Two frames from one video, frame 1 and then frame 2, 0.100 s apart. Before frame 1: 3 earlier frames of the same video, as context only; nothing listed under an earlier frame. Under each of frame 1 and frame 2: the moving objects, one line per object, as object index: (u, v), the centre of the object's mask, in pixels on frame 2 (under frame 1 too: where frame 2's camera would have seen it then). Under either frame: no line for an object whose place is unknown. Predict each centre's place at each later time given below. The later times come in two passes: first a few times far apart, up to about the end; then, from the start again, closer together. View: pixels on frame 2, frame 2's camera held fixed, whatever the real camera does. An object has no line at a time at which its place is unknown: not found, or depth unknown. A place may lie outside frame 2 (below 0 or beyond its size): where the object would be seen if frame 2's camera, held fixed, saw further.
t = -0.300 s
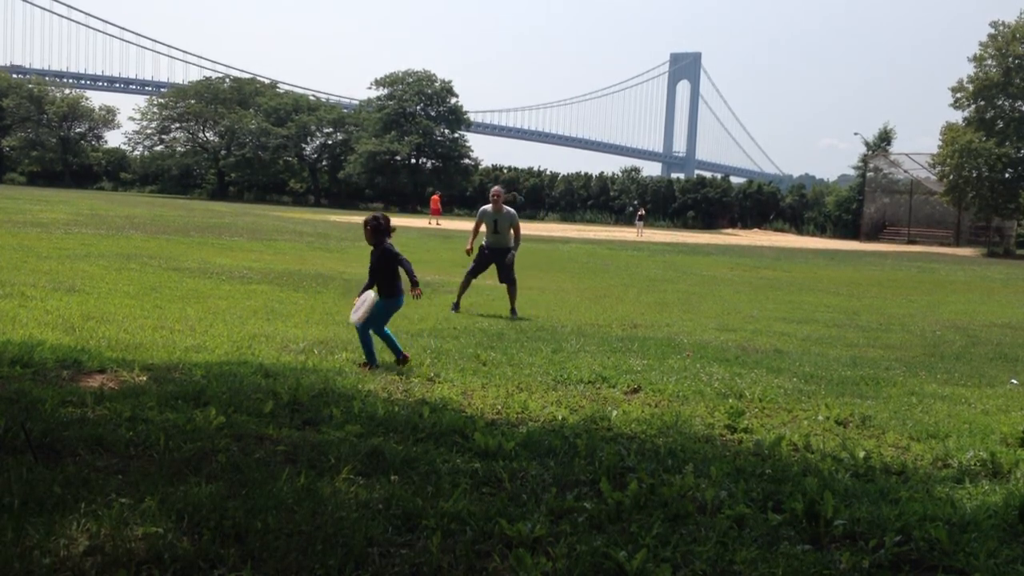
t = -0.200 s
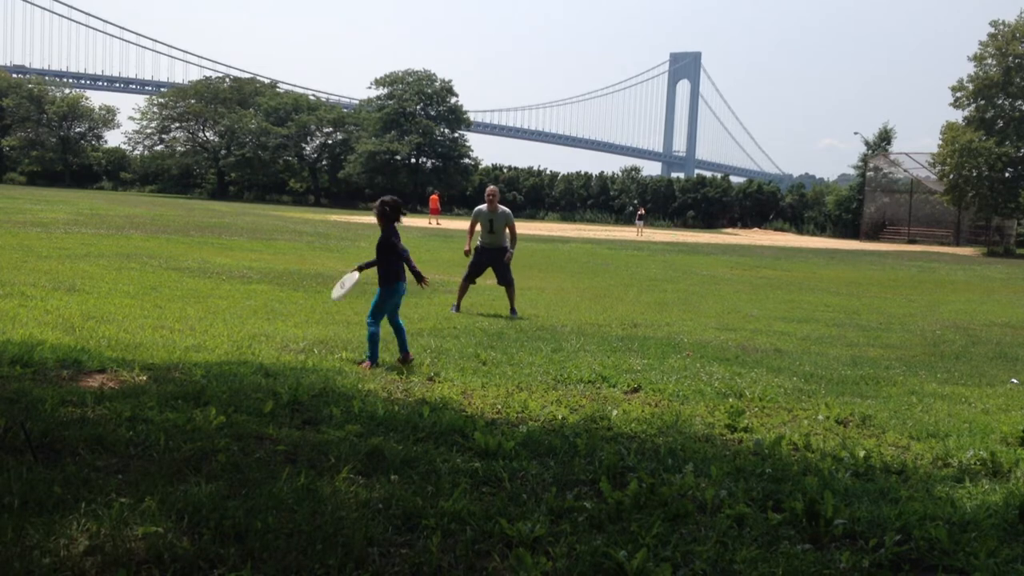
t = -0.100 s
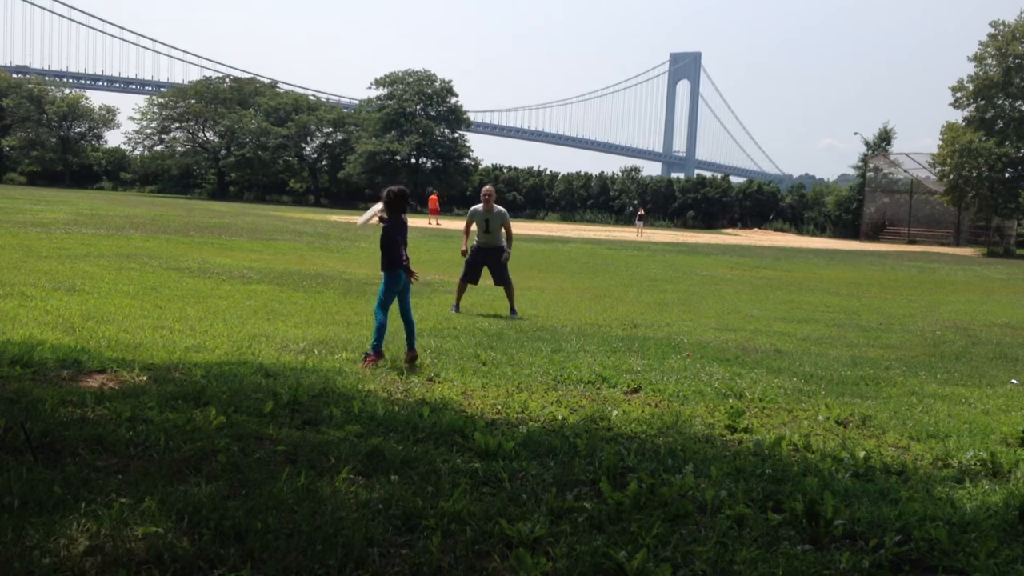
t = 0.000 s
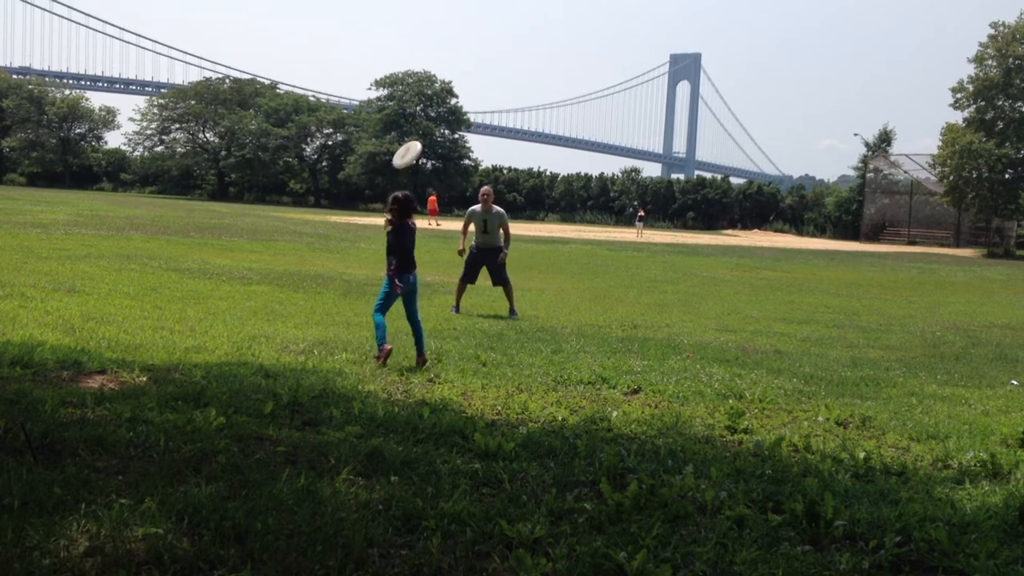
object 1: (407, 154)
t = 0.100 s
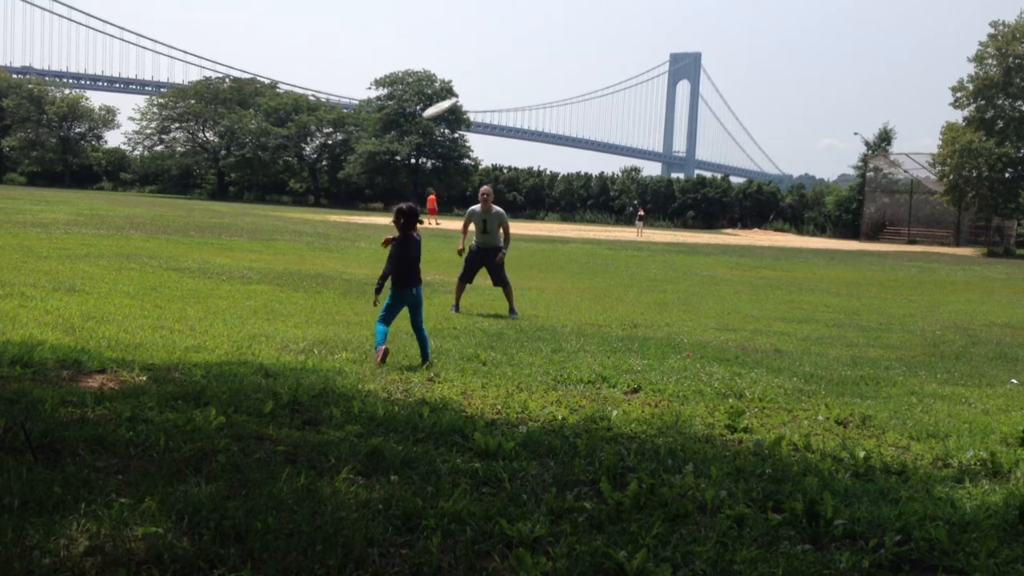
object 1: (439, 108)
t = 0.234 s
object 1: (472, 71)
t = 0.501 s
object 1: (522, 41)
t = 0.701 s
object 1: (538, 51)
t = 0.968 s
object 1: (537, 96)
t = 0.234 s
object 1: (472, 71)
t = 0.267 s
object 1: (480, 64)
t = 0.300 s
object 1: (488, 58)
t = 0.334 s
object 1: (495, 53)
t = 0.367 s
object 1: (501, 49)
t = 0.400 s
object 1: (506, 46)
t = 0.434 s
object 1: (512, 44)
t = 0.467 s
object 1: (517, 43)
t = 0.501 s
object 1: (522, 41)
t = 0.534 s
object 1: (525, 41)
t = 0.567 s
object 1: (528, 43)
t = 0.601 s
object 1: (532, 44)
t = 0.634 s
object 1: (534, 46)
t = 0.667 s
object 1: (537, 48)
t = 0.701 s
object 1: (538, 51)
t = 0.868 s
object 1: (541, 75)
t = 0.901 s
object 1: (540, 81)
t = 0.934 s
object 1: (539, 89)
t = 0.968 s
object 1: (537, 96)
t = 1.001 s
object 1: (535, 103)
